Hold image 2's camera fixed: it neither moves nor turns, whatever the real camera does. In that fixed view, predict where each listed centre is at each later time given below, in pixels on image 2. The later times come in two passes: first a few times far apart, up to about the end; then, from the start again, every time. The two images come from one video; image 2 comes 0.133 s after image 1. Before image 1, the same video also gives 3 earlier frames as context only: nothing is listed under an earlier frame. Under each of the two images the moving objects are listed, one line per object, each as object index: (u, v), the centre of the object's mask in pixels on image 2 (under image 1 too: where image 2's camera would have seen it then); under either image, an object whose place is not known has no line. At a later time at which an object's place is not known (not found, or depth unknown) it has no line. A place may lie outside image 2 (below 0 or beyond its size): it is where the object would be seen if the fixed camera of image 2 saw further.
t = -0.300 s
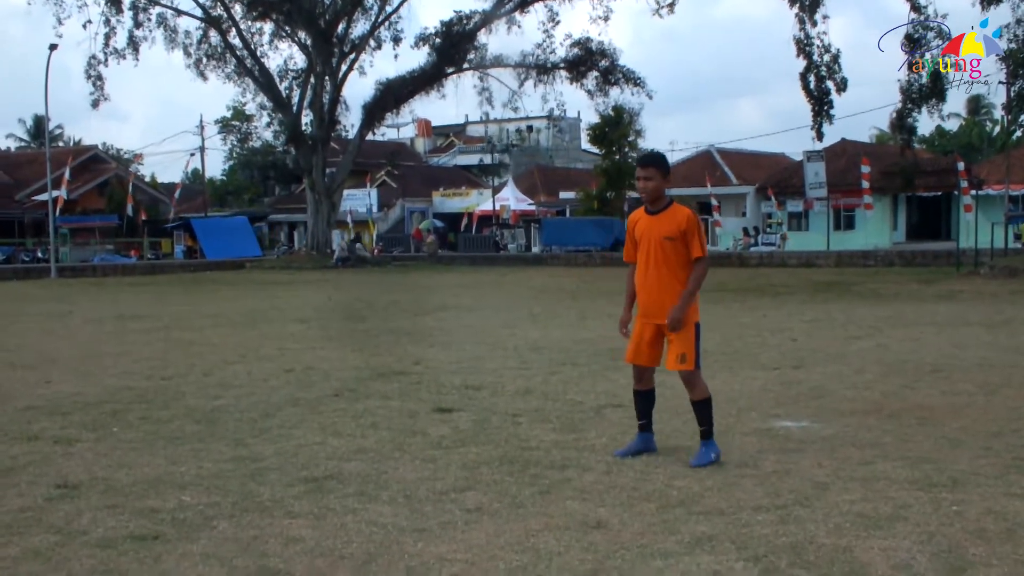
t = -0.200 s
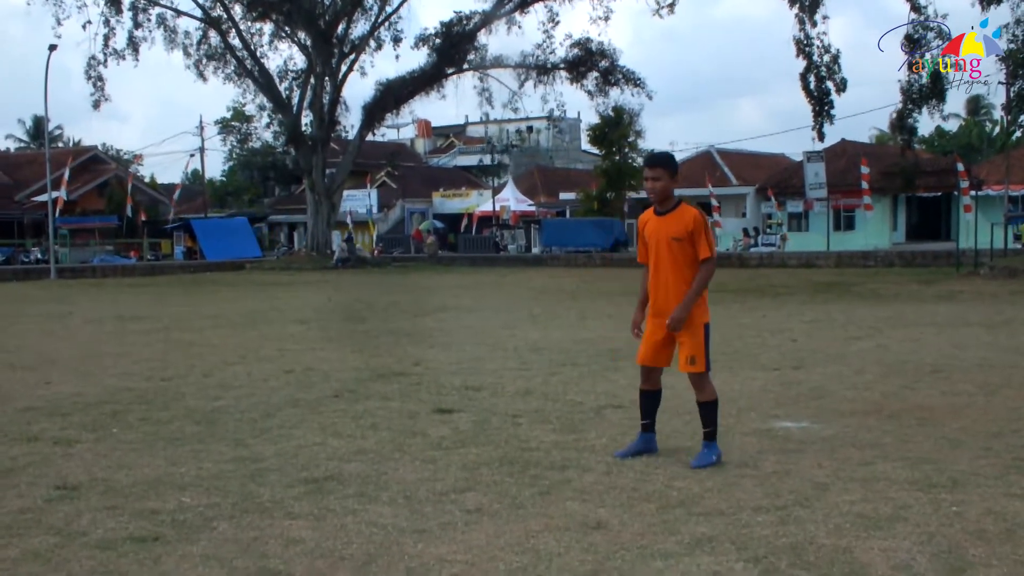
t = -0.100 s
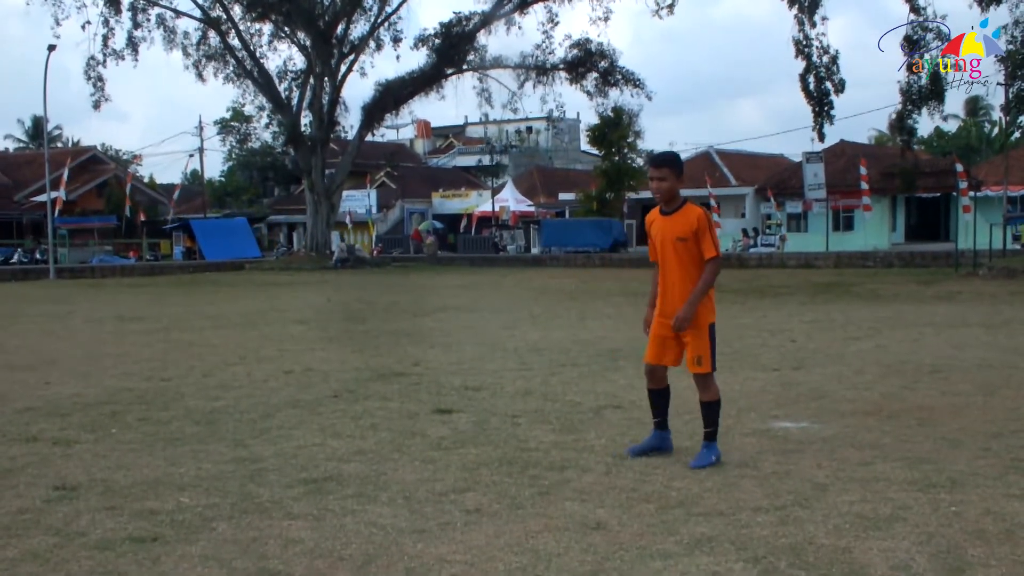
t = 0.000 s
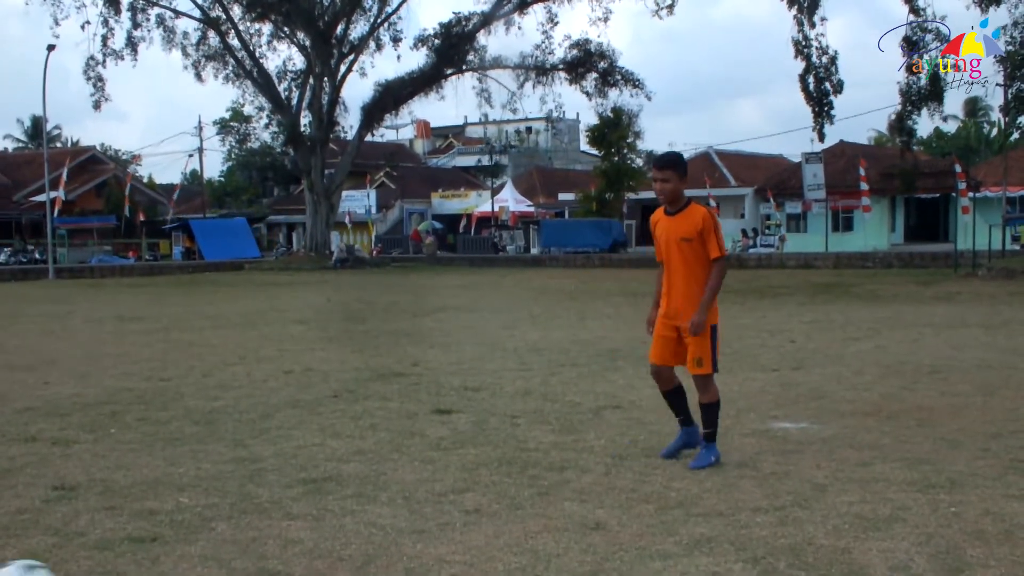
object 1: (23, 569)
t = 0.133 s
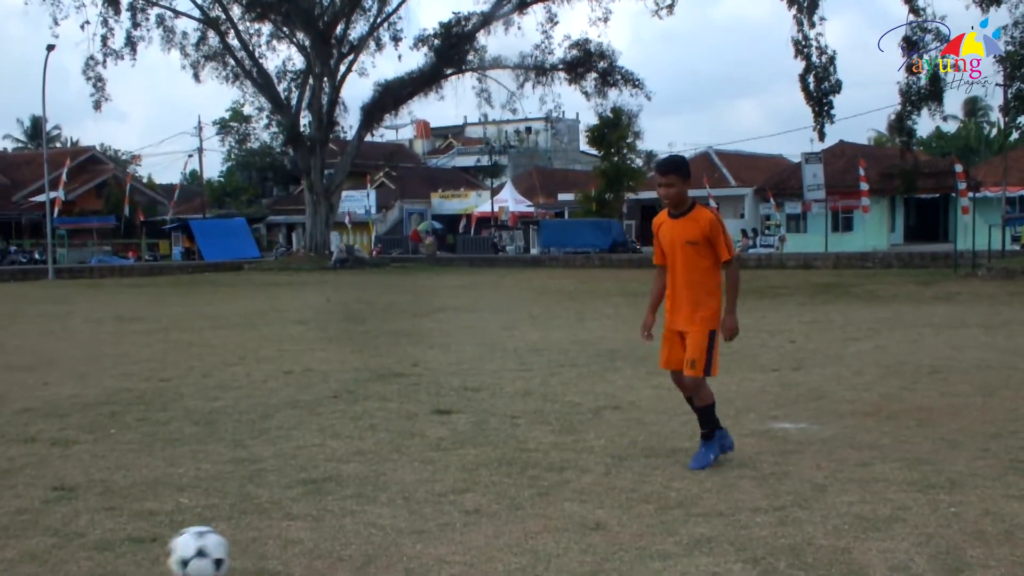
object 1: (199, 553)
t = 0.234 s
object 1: (305, 527)
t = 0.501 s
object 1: (527, 479)
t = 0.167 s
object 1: (240, 550)
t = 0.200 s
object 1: (274, 540)
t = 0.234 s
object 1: (305, 527)
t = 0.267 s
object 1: (337, 523)
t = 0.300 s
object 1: (370, 519)
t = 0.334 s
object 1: (399, 511)
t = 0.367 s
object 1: (427, 499)
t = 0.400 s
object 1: (449, 495)
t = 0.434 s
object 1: (477, 491)
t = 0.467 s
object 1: (501, 489)
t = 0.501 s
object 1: (527, 479)
